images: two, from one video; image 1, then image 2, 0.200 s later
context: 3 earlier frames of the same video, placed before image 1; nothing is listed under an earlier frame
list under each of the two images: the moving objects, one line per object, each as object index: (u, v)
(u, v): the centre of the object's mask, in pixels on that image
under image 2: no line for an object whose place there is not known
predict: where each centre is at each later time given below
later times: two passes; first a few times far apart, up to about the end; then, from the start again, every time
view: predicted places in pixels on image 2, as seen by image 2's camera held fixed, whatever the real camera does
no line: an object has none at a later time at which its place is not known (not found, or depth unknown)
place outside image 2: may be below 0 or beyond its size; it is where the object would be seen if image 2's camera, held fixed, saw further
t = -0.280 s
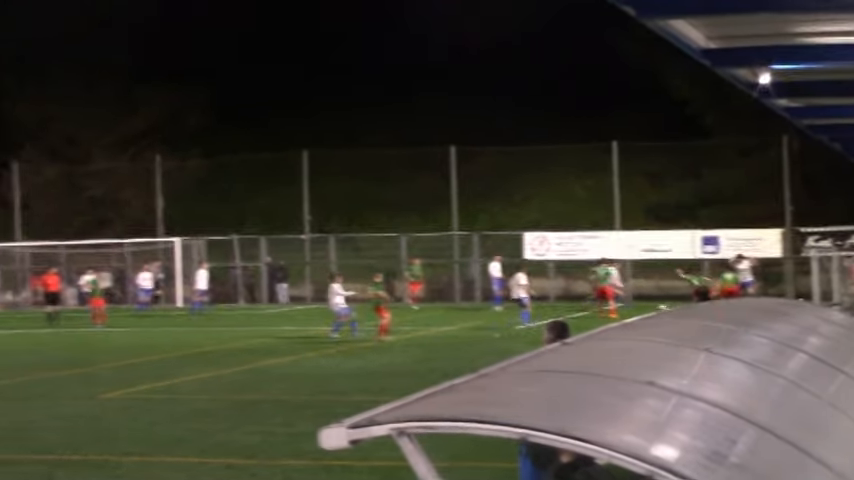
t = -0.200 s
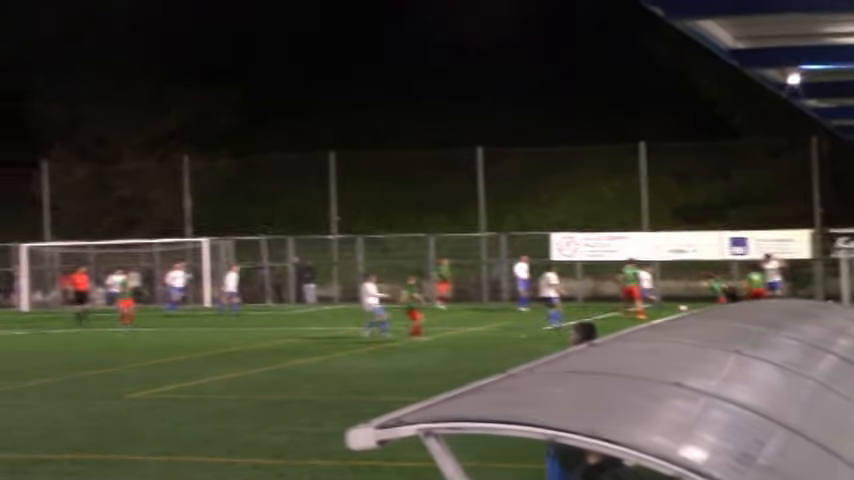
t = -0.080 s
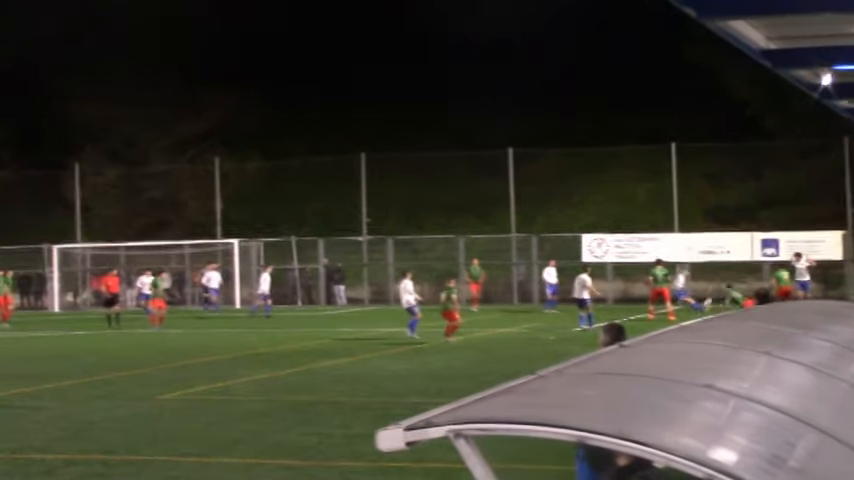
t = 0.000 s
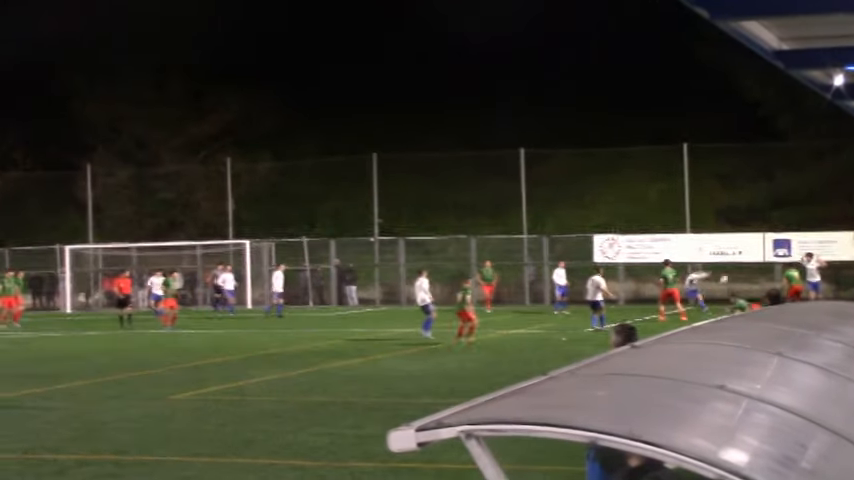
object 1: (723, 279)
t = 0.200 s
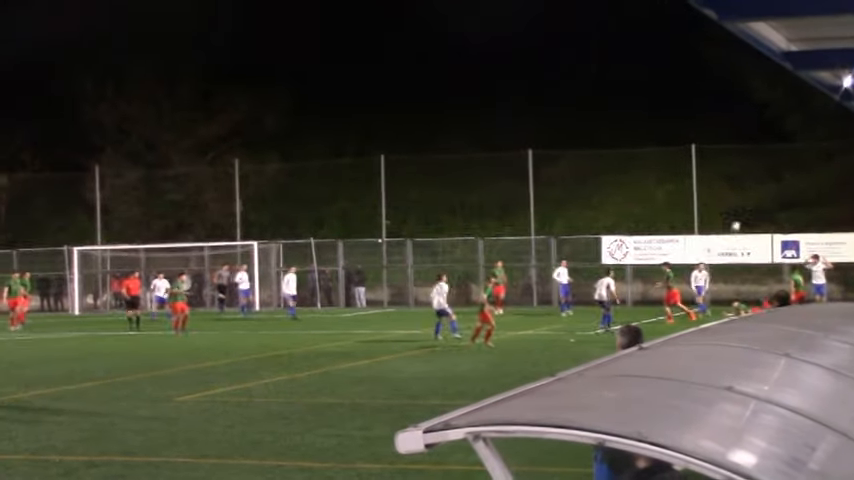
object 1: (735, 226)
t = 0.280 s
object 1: (735, 206)
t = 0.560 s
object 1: (723, 151)
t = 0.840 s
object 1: (694, 124)
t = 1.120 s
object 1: (647, 132)
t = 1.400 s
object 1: (577, 188)
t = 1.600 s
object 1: (512, 266)
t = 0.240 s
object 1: (736, 216)
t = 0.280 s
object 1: (735, 206)
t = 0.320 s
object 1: (734, 196)
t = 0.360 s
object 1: (733, 188)
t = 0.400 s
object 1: (732, 179)
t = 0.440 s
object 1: (730, 172)
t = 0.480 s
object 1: (728, 165)
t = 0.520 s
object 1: (725, 155)
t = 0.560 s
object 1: (723, 151)
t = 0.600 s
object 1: (720, 146)
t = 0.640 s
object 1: (717, 140)
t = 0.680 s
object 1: (715, 136)
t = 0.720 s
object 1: (709, 132)
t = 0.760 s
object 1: (704, 128)
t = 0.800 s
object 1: (699, 126)
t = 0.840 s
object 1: (694, 124)
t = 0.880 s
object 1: (688, 122)
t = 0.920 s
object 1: (683, 122)
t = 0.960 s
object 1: (676, 122)
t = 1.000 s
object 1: (669, 123)
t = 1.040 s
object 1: (662, 125)
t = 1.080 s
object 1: (654, 129)
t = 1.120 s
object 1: (647, 132)
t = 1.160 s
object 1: (638, 137)
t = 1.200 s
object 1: (629, 143)
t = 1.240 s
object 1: (620, 150)
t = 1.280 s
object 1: (609, 158)
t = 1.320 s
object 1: (599, 167)
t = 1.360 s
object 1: (588, 177)
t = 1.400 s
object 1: (577, 188)
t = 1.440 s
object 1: (565, 202)
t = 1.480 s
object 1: (552, 216)
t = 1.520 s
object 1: (540, 230)
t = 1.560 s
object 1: (526, 248)
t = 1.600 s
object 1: (512, 266)
